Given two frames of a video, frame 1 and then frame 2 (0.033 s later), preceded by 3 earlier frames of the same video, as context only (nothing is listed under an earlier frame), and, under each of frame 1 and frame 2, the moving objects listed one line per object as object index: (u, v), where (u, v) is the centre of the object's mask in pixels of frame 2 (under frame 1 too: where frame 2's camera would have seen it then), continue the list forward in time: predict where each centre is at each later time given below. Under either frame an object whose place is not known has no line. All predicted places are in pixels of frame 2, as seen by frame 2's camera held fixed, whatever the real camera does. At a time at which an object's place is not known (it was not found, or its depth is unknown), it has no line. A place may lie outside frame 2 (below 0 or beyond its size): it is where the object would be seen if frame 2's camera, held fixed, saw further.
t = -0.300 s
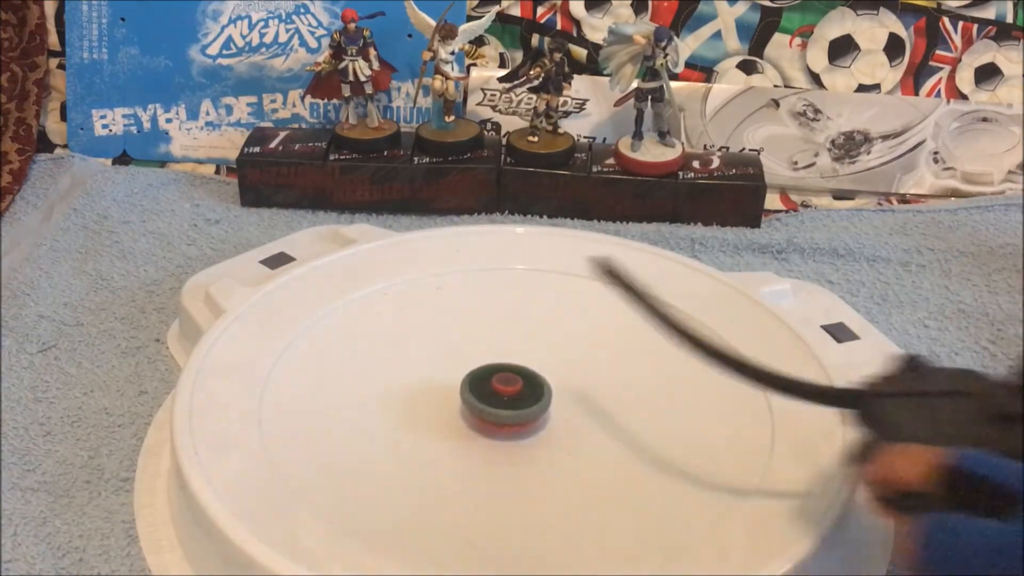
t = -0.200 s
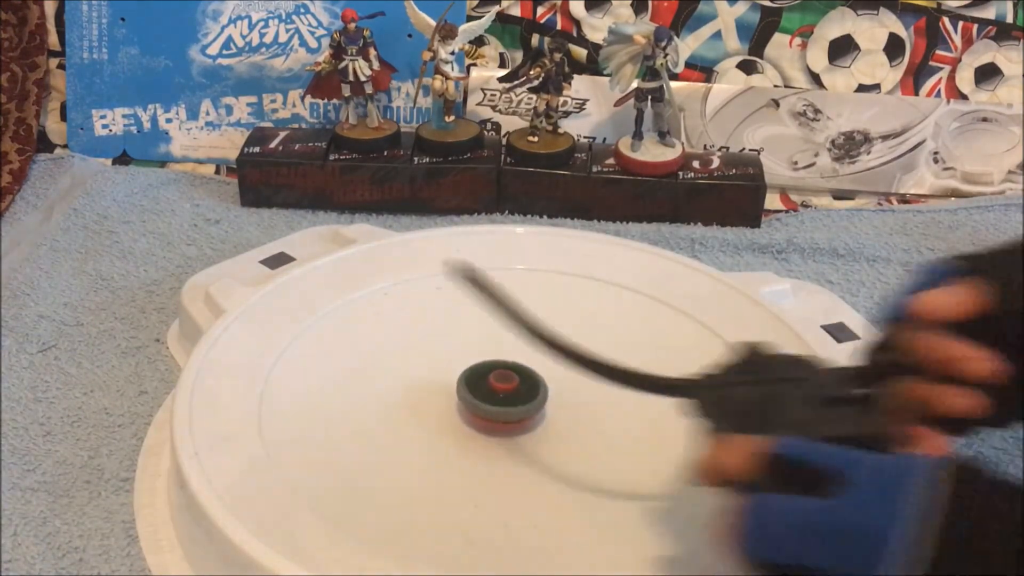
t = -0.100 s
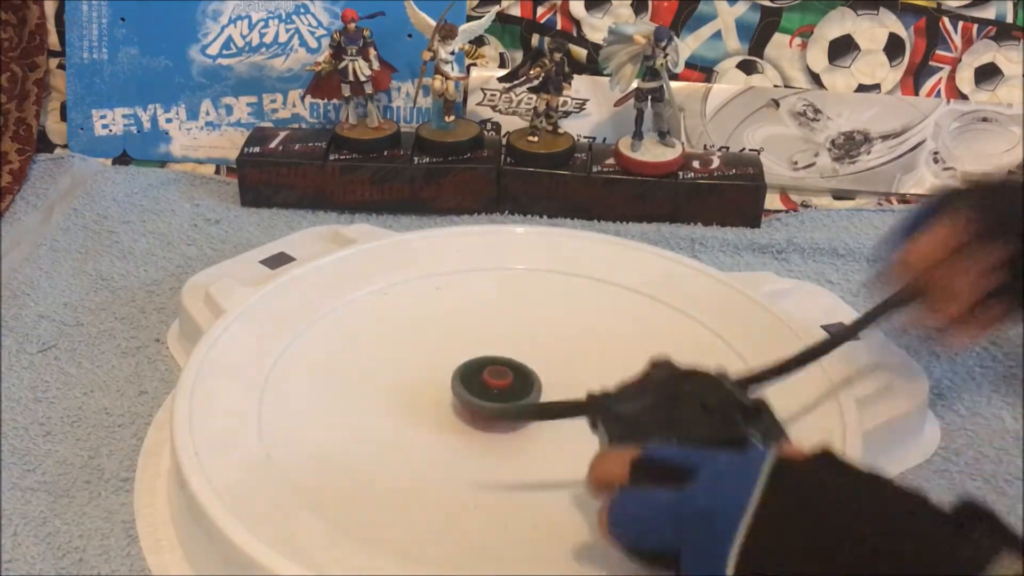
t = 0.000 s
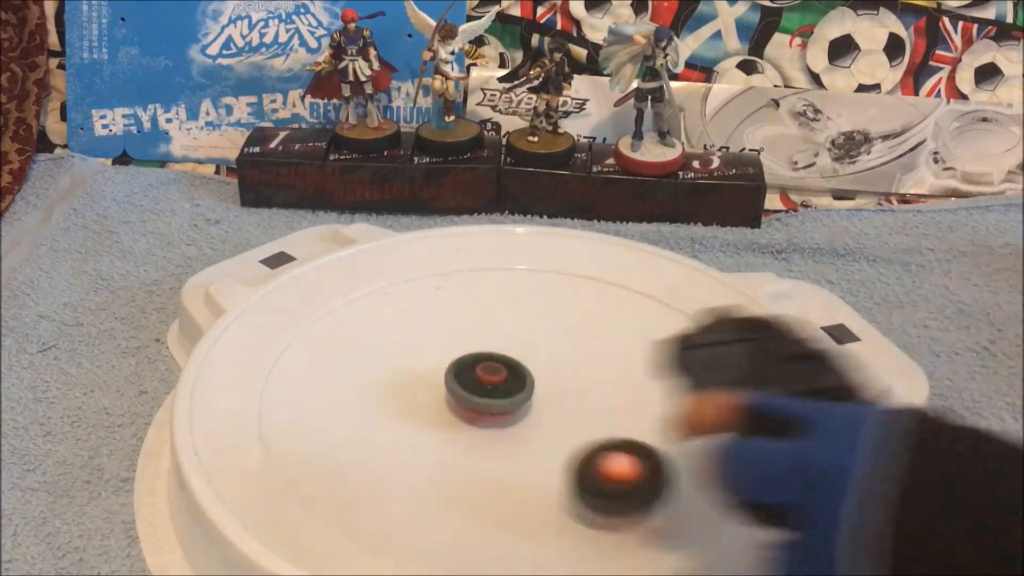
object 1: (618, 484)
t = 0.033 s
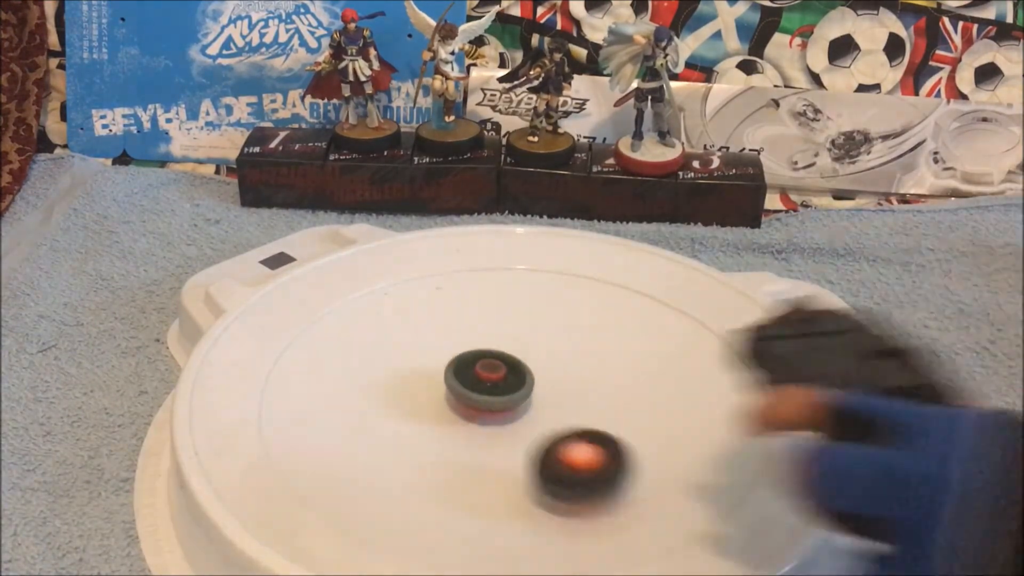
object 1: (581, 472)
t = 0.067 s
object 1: (543, 456)
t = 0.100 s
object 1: (512, 439)
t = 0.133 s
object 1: (494, 462)
